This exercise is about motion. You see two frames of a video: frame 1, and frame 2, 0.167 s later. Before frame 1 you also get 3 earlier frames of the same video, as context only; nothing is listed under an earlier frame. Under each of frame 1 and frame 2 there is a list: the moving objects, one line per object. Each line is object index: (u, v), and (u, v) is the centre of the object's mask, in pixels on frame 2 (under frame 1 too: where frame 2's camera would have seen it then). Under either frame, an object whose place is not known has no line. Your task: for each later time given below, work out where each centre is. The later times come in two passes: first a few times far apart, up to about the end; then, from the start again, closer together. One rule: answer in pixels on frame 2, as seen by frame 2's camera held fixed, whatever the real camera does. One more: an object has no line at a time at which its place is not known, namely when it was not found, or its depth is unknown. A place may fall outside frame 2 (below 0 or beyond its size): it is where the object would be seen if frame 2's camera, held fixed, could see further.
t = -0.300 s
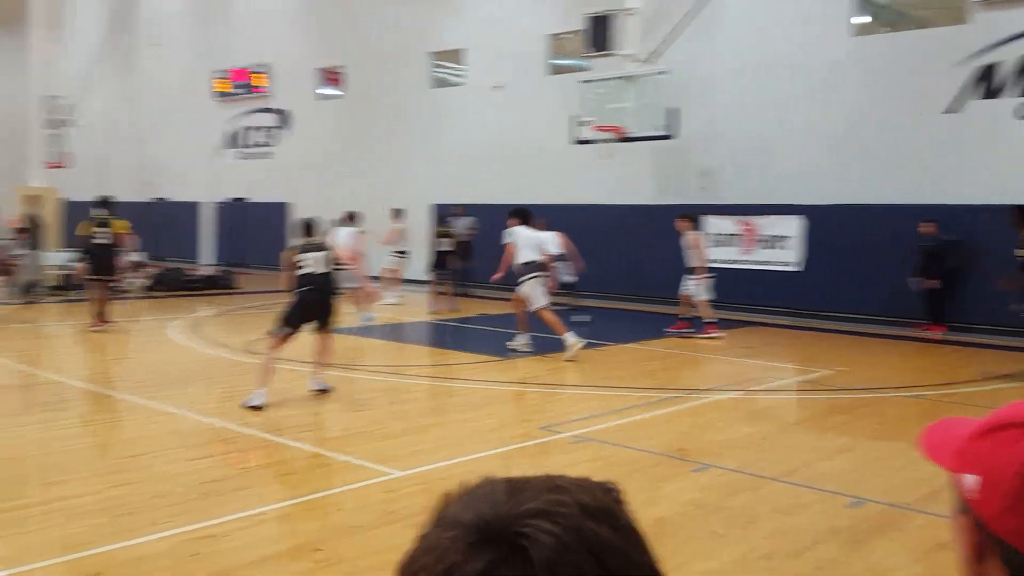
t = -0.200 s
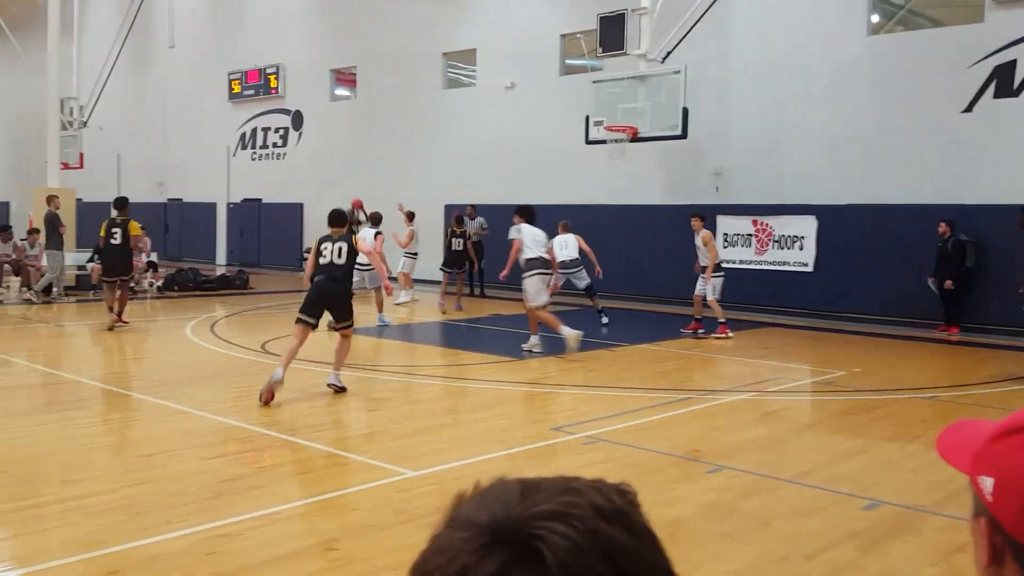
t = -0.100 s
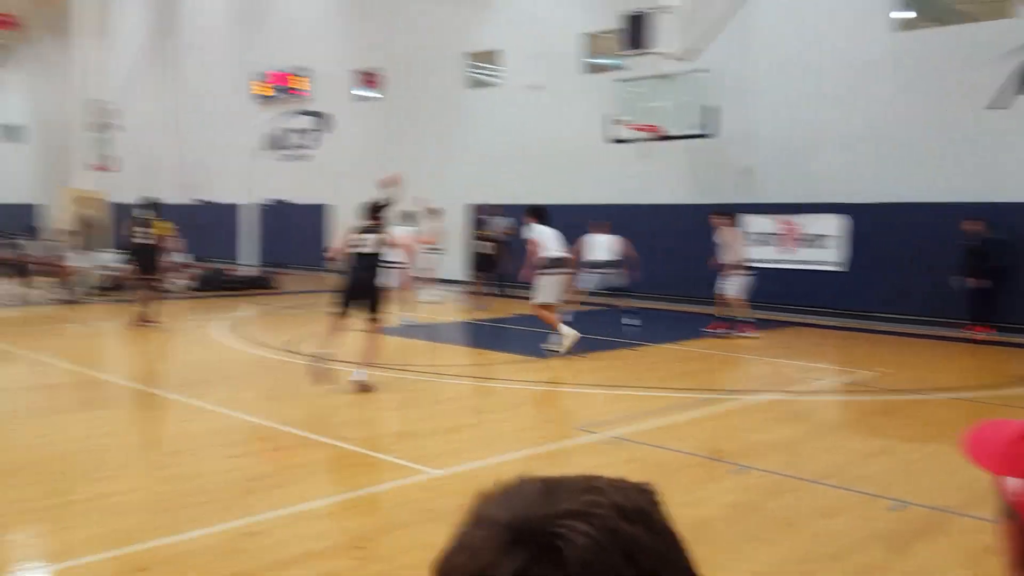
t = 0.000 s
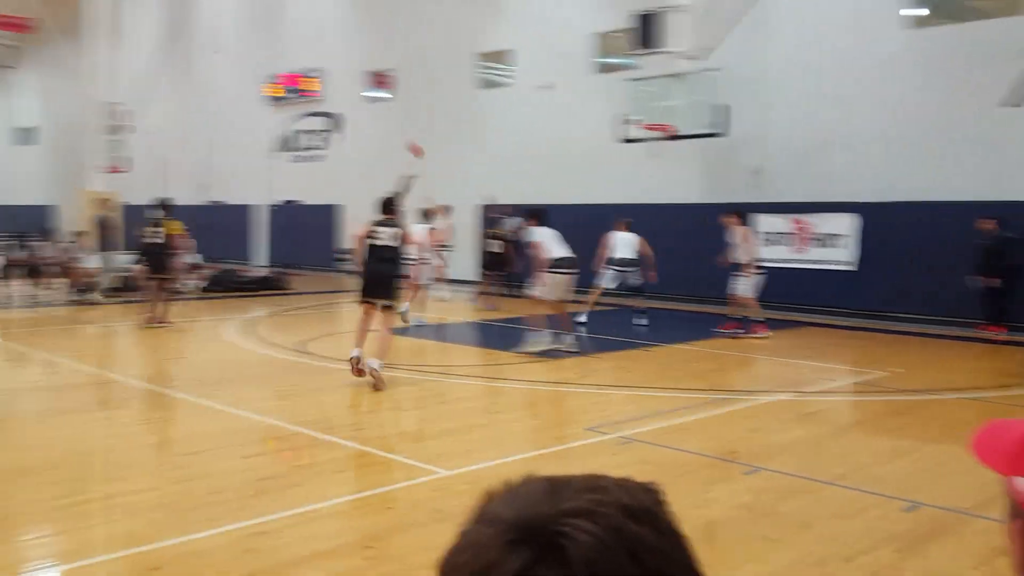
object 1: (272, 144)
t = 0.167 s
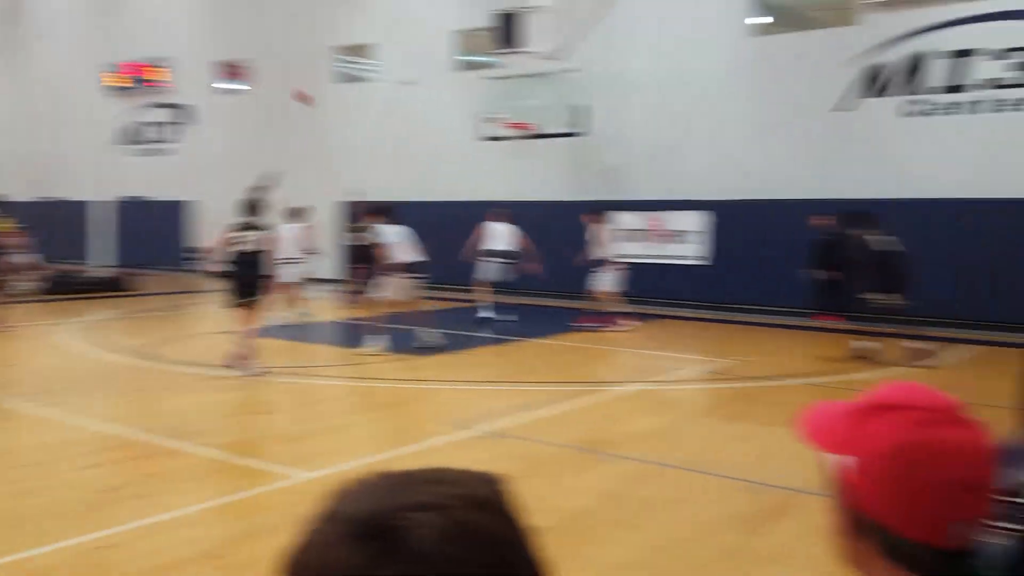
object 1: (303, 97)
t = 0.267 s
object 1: (322, 75)
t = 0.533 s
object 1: (377, 42)
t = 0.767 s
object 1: (421, 44)
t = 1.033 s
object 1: (486, 88)
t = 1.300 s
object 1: (532, 141)
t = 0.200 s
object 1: (310, 89)
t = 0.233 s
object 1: (316, 82)
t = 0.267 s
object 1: (322, 75)
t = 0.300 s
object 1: (329, 69)
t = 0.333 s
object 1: (335, 63)
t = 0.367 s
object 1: (342, 58)
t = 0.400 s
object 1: (349, 53)
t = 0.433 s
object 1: (356, 50)
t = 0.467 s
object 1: (362, 47)
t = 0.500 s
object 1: (369, 44)
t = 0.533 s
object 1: (377, 42)
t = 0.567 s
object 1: (383, 40)
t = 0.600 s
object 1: (390, 39)
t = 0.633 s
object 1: (397, 39)
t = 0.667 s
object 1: (404, 40)
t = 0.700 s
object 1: (411, 40)
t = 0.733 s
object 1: (418, 42)
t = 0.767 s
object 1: (421, 44)
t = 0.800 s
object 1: (430, 47)
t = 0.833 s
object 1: (441, 51)
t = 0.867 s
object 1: (448, 55)
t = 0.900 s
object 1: (454, 60)
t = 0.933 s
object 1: (463, 66)
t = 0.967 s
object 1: (470, 72)
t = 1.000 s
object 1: (478, 80)
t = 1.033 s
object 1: (486, 88)
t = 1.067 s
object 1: (493, 97)
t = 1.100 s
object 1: (501, 106)
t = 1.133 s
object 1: (509, 114)
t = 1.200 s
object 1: (525, 133)
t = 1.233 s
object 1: (528, 137)
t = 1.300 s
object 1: (532, 141)
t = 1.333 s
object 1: (534, 143)
